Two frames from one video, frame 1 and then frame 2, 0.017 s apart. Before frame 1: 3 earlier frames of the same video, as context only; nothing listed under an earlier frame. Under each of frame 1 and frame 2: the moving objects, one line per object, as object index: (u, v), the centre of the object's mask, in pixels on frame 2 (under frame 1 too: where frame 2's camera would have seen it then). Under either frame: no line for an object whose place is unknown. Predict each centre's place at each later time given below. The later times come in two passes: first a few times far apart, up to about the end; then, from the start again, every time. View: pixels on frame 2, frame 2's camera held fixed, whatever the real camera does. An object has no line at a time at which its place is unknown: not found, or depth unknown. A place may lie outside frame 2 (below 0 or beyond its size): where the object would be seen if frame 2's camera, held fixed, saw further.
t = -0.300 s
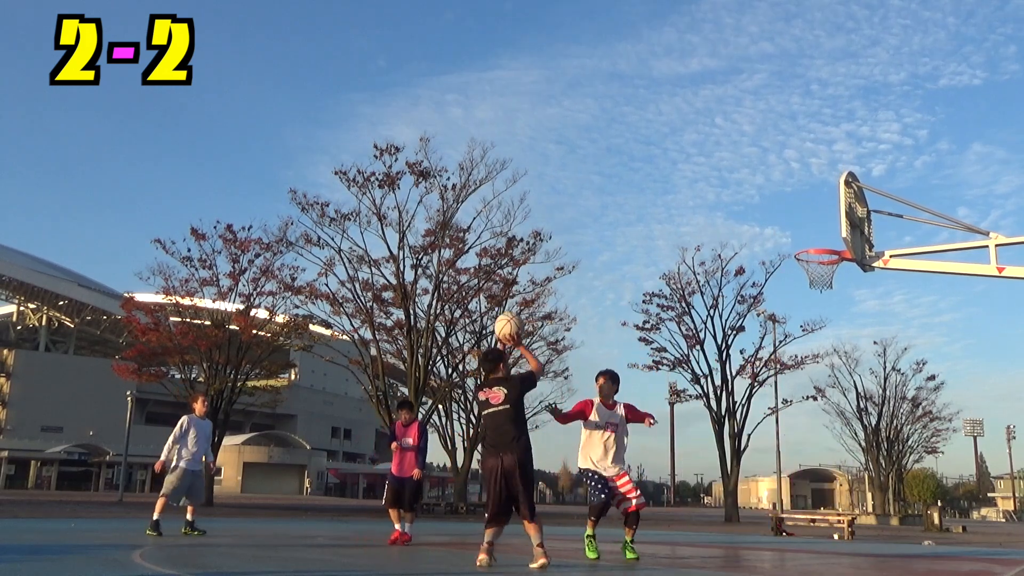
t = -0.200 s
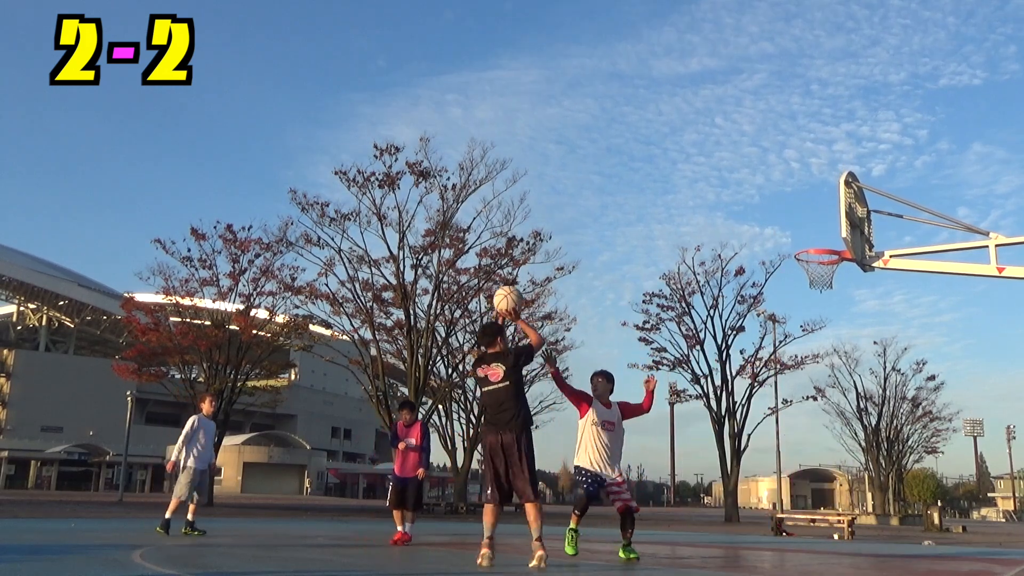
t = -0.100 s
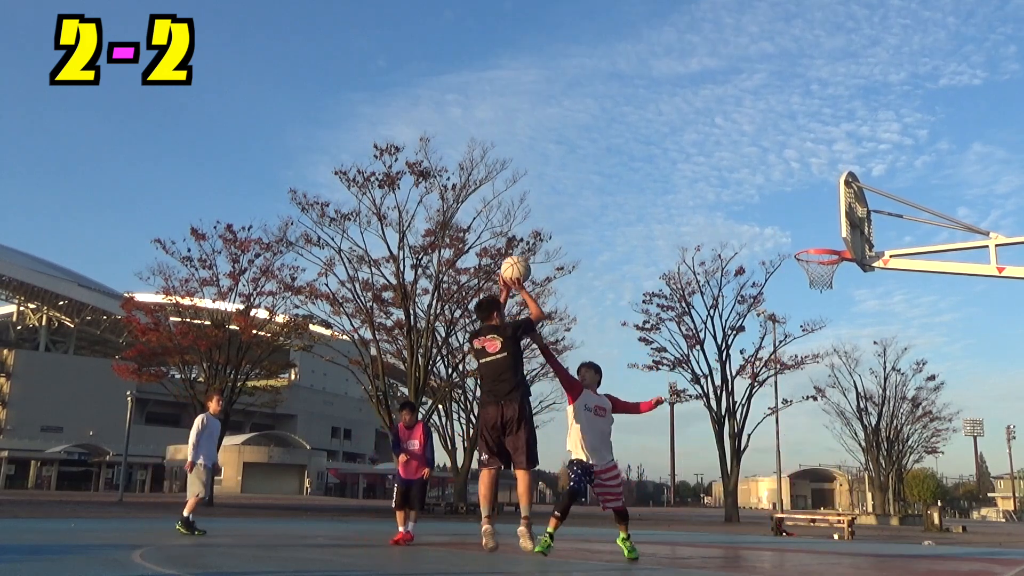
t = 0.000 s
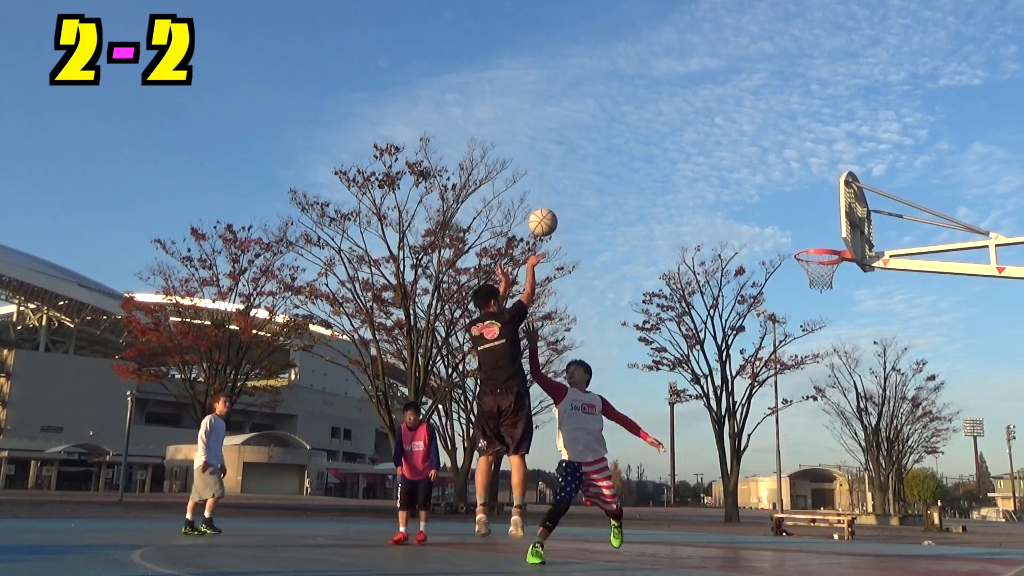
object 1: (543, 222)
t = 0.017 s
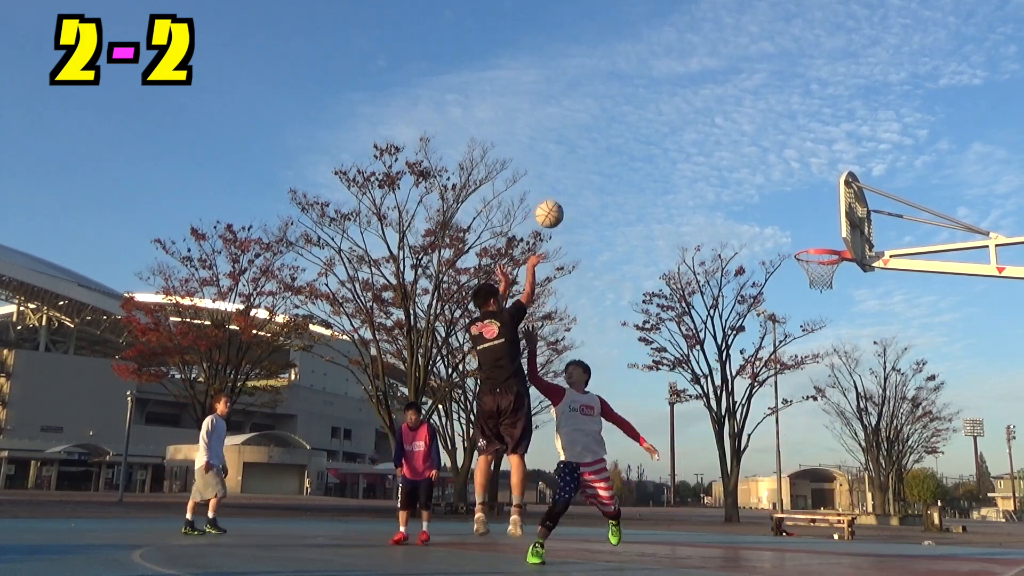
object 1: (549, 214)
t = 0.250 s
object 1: (629, 142)
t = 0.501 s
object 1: (704, 132)
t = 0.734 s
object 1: (766, 176)
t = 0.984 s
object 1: (822, 239)
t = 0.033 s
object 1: (555, 206)
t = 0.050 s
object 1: (561, 199)
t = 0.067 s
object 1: (568, 193)
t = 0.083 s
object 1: (573, 186)
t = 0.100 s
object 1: (579, 180)
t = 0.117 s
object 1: (585, 175)
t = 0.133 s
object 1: (591, 169)
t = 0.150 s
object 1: (596, 164)
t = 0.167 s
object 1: (602, 160)
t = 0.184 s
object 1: (608, 156)
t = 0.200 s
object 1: (613, 152)
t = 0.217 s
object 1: (619, 148)
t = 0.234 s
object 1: (624, 145)
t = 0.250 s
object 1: (629, 142)
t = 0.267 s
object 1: (635, 140)
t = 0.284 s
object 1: (640, 137)
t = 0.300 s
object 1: (645, 135)
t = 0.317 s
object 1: (650, 133)
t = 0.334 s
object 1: (655, 132)
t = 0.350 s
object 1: (661, 131)
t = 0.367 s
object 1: (666, 130)
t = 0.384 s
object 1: (670, 129)
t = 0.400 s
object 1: (675, 129)
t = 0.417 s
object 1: (680, 129)
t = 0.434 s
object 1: (685, 129)
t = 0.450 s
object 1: (689, 130)
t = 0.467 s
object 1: (694, 130)
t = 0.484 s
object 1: (699, 131)
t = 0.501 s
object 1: (704, 132)
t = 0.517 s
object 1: (708, 134)
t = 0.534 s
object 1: (713, 136)
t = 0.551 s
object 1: (717, 138)
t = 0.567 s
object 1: (722, 140)
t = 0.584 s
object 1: (726, 142)
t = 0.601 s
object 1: (731, 145)
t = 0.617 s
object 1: (735, 148)
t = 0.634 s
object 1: (740, 151)
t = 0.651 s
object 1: (744, 155)
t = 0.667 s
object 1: (748, 158)
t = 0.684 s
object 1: (753, 162)
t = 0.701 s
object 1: (757, 166)
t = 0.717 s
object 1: (762, 171)
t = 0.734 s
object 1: (766, 176)
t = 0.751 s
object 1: (770, 181)
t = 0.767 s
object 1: (774, 186)
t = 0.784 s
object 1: (779, 191)
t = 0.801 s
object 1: (783, 197)
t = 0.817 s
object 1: (787, 203)
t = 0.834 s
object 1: (792, 208)
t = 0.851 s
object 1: (796, 214)
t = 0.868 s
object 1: (800, 221)
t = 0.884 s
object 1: (805, 228)
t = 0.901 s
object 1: (809, 234)
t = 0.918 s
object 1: (813, 240)
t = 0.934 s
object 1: (815, 240)
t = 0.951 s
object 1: (817, 239)
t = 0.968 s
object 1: (820, 239)
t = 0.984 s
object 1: (822, 239)
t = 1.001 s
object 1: (825, 239)
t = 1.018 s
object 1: (827, 240)
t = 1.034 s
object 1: (829, 240)
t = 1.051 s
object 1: (831, 241)
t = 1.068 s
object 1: (833, 242)
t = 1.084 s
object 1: (836, 243)
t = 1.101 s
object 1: (838, 244)
